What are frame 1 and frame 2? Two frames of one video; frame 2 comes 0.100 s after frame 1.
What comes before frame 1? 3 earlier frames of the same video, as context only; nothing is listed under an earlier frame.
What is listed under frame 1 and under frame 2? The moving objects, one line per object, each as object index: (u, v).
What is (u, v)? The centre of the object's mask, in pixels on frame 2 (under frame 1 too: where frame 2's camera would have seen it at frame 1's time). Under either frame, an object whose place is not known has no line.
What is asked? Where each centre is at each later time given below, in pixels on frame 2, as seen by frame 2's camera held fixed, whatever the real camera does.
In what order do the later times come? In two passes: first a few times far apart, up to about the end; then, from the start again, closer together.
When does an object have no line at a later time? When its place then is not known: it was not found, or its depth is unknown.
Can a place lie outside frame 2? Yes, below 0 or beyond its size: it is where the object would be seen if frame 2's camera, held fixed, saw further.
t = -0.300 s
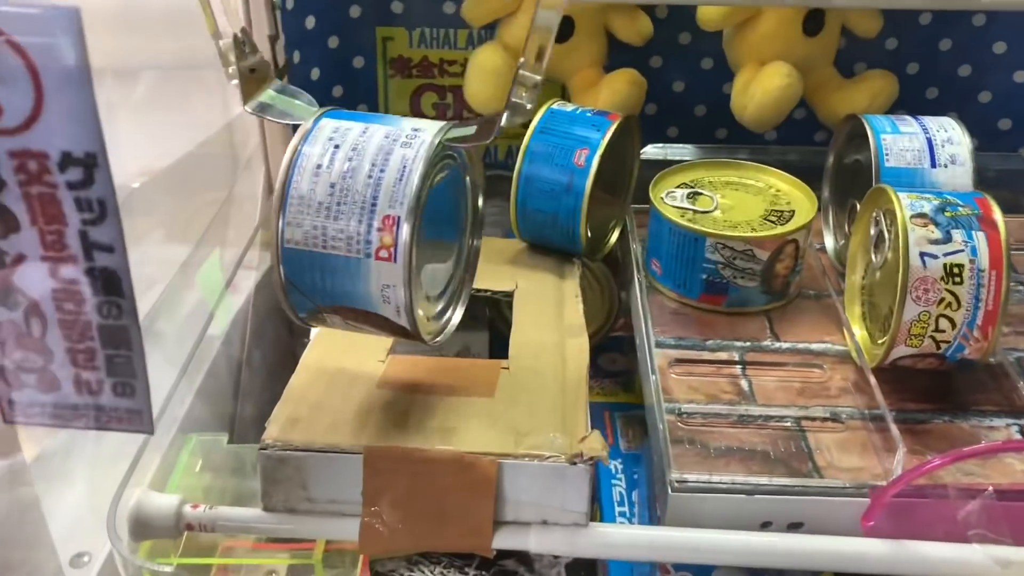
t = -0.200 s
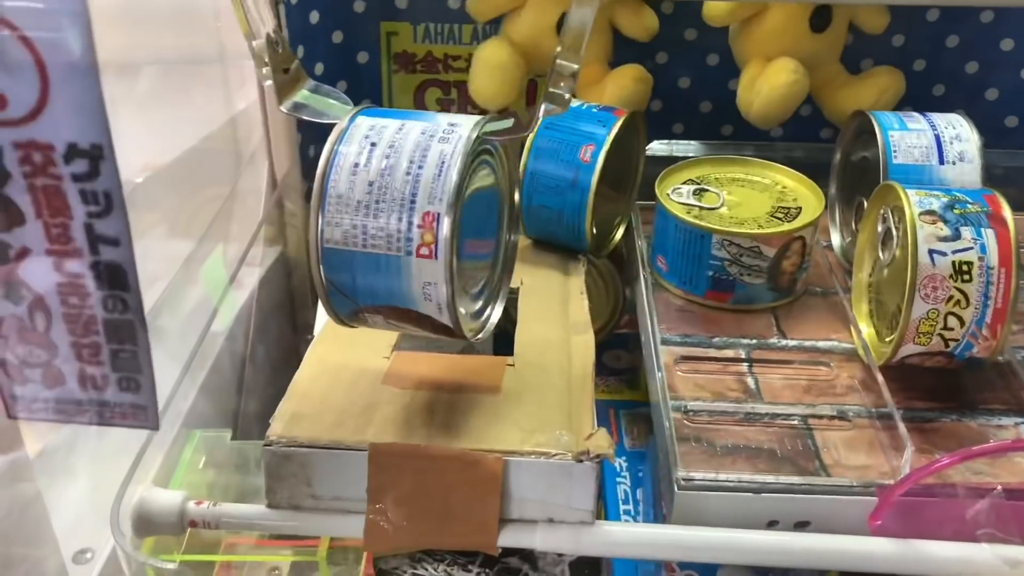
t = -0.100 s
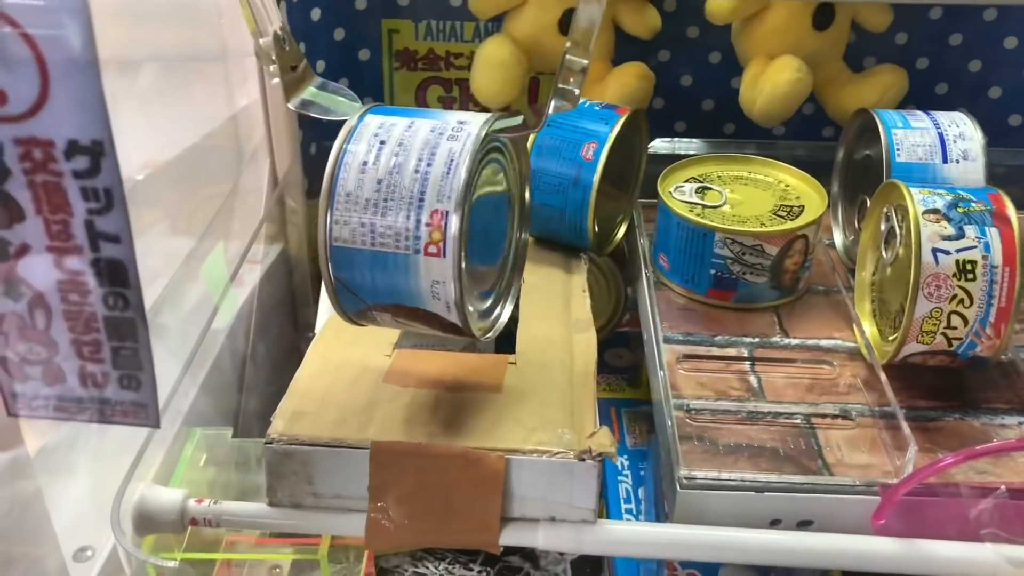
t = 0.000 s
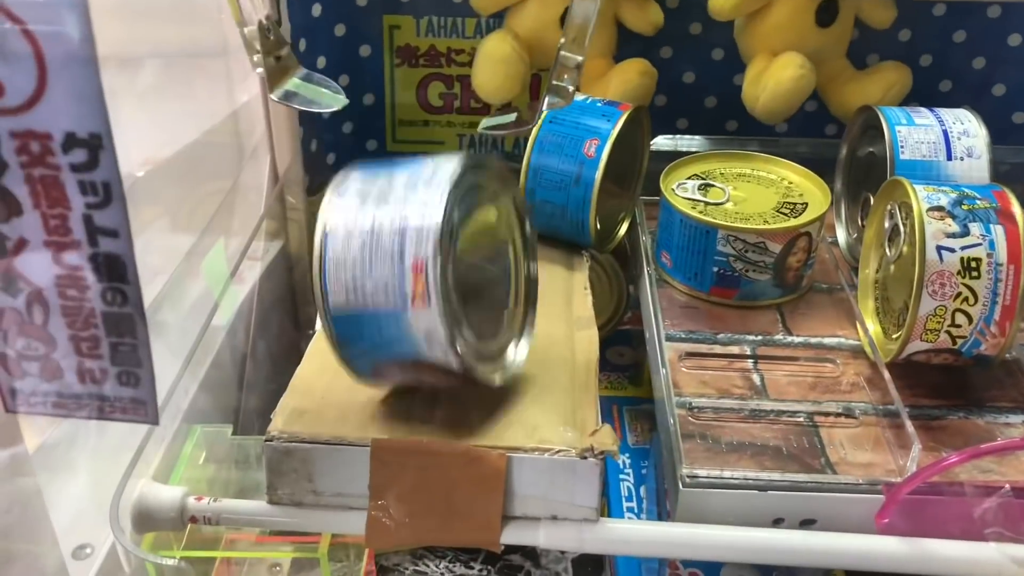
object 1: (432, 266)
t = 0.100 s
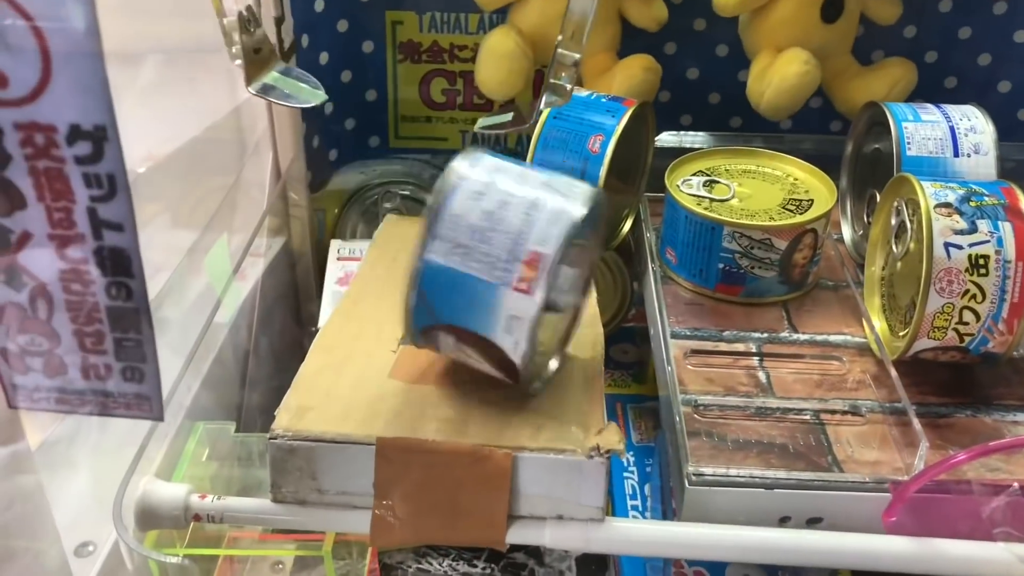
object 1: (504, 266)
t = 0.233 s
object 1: (527, 245)
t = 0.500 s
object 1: (437, 211)
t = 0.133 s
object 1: (516, 252)
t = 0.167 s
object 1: (524, 246)
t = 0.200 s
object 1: (528, 246)
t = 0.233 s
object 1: (527, 245)
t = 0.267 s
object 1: (524, 228)
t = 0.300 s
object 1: (516, 220)
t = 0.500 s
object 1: (437, 211)
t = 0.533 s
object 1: (427, 207)
